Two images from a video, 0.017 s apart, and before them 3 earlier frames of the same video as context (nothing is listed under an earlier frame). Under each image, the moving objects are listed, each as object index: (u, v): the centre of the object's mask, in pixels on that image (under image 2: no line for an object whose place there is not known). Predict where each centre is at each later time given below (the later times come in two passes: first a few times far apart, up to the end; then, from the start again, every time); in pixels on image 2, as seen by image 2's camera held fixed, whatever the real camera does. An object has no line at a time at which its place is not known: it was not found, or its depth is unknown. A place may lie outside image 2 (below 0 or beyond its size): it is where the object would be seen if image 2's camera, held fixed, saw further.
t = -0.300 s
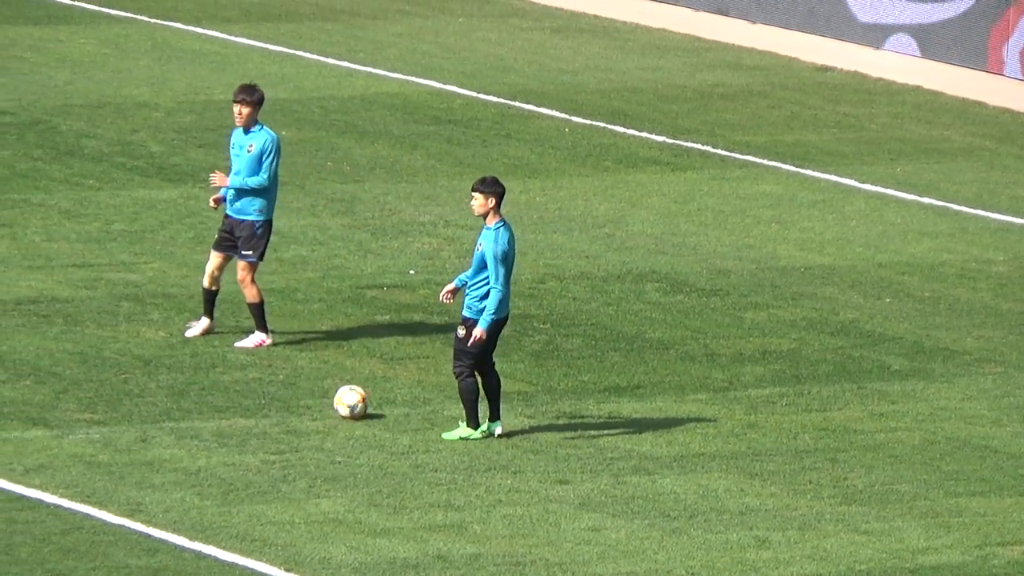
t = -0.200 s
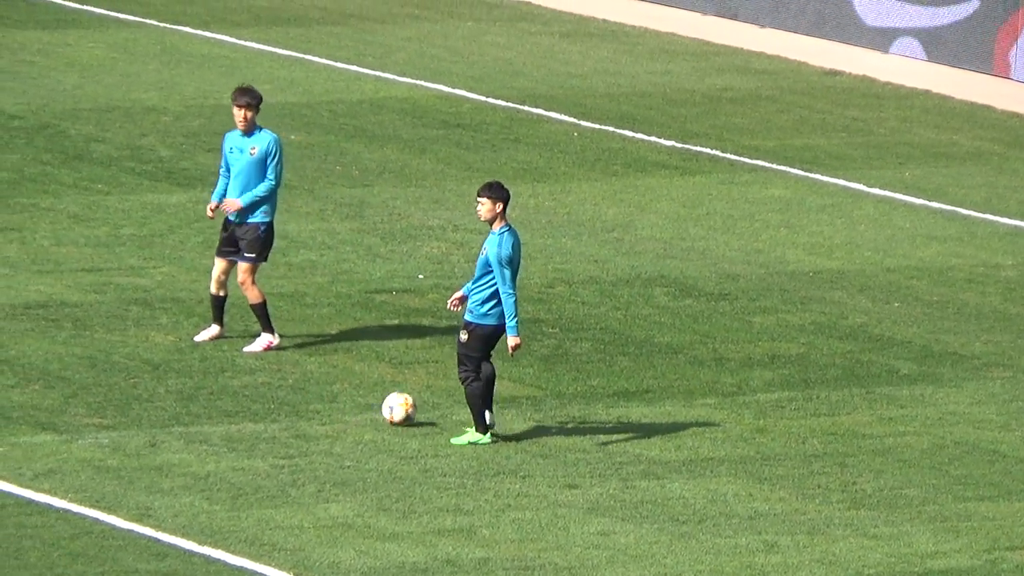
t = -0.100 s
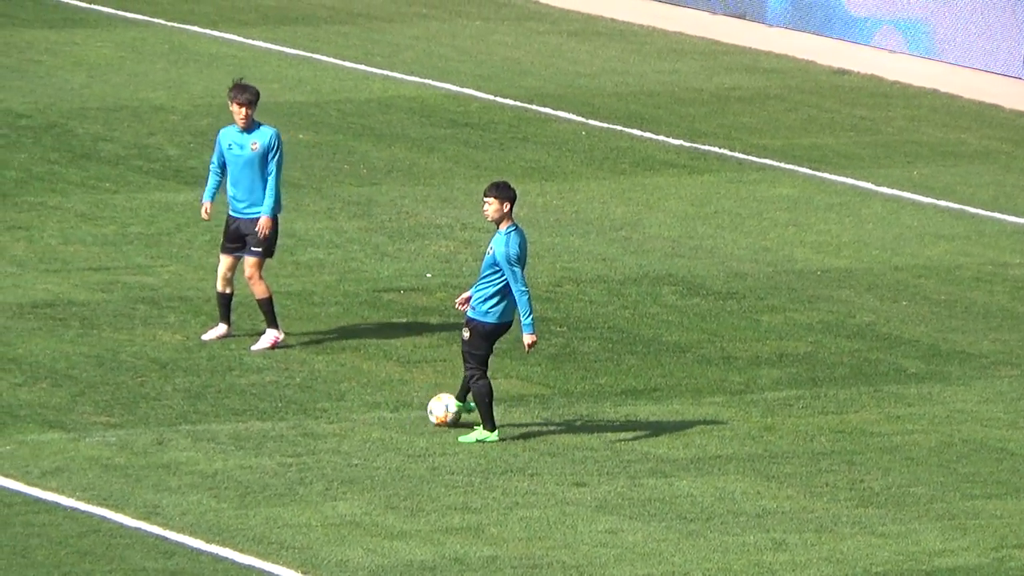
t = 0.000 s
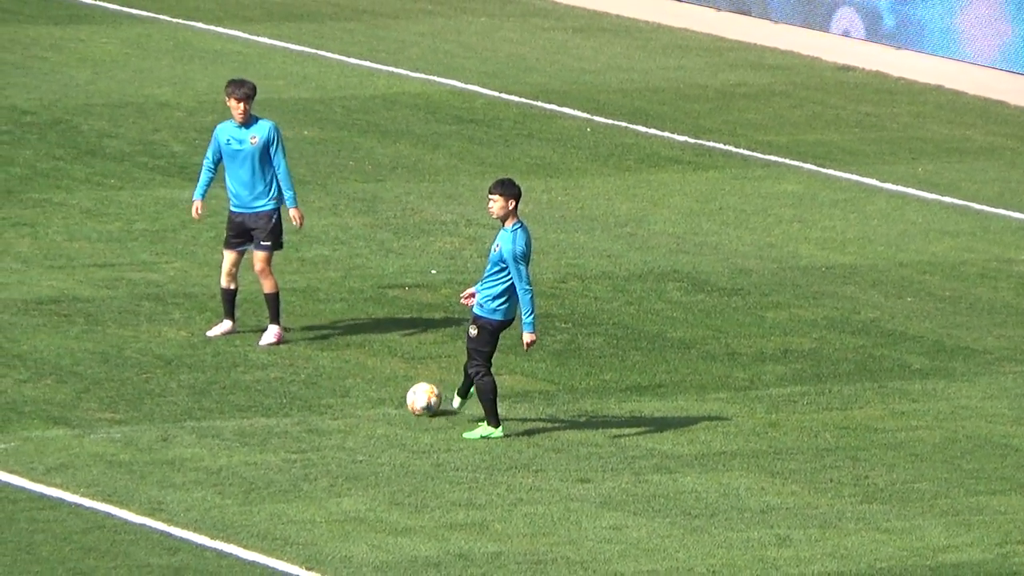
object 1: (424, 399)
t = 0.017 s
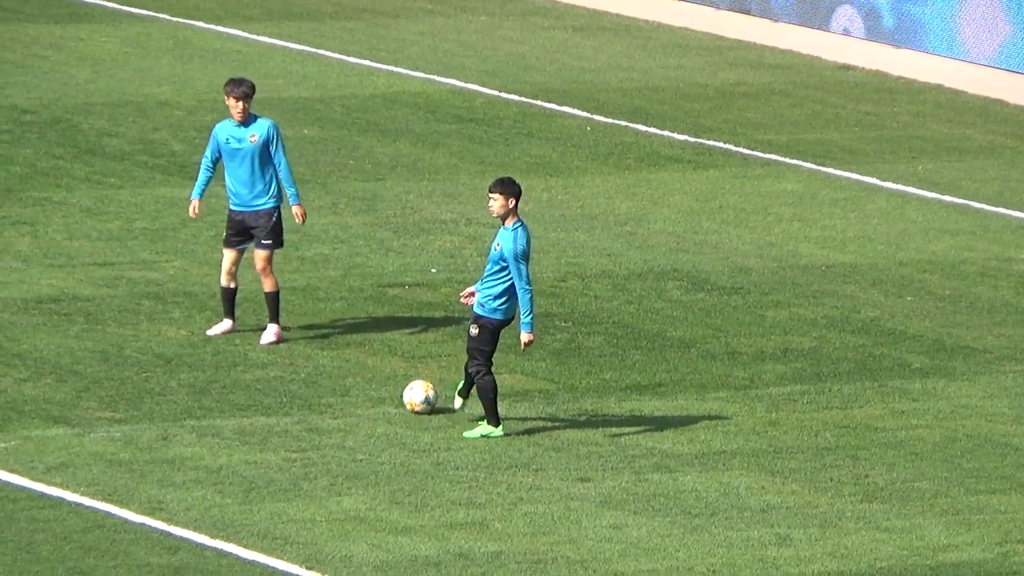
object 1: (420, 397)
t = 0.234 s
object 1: (379, 383)
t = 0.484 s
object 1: (334, 371)
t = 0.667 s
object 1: (302, 363)
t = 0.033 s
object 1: (416, 395)
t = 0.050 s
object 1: (413, 394)
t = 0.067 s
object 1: (410, 393)
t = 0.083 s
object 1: (407, 392)
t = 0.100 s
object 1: (404, 391)
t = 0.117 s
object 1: (400, 390)
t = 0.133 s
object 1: (397, 389)
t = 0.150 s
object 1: (394, 389)
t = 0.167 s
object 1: (390, 387)
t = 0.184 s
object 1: (388, 387)
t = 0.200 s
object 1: (385, 385)
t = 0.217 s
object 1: (382, 384)
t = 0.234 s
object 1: (379, 383)
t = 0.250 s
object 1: (376, 383)
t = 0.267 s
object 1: (373, 382)
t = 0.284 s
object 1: (370, 381)
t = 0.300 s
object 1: (367, 380)
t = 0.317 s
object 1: (364, 380)
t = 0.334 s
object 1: (361, 378)
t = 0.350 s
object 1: (358, 377)
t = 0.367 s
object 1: (355, 376)
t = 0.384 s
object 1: (352, 376)
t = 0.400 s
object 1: (349, 375)
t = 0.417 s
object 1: (346, 374)
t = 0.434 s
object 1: (343, 373)
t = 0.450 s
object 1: (340, 372)
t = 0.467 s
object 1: (337, 372)
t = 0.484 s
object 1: (334, 371)
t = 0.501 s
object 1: (331, 370)
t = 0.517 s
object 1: (328, 369)
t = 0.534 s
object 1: (325, 368)
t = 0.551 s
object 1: (322, 368)
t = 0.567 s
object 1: (320, 367)
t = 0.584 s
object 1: (317, 367)
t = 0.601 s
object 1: (314, 366)
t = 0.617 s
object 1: (311, 365)
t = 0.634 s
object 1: (308, 365)
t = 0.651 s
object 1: (305, 364)
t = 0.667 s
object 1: (302, 363)
